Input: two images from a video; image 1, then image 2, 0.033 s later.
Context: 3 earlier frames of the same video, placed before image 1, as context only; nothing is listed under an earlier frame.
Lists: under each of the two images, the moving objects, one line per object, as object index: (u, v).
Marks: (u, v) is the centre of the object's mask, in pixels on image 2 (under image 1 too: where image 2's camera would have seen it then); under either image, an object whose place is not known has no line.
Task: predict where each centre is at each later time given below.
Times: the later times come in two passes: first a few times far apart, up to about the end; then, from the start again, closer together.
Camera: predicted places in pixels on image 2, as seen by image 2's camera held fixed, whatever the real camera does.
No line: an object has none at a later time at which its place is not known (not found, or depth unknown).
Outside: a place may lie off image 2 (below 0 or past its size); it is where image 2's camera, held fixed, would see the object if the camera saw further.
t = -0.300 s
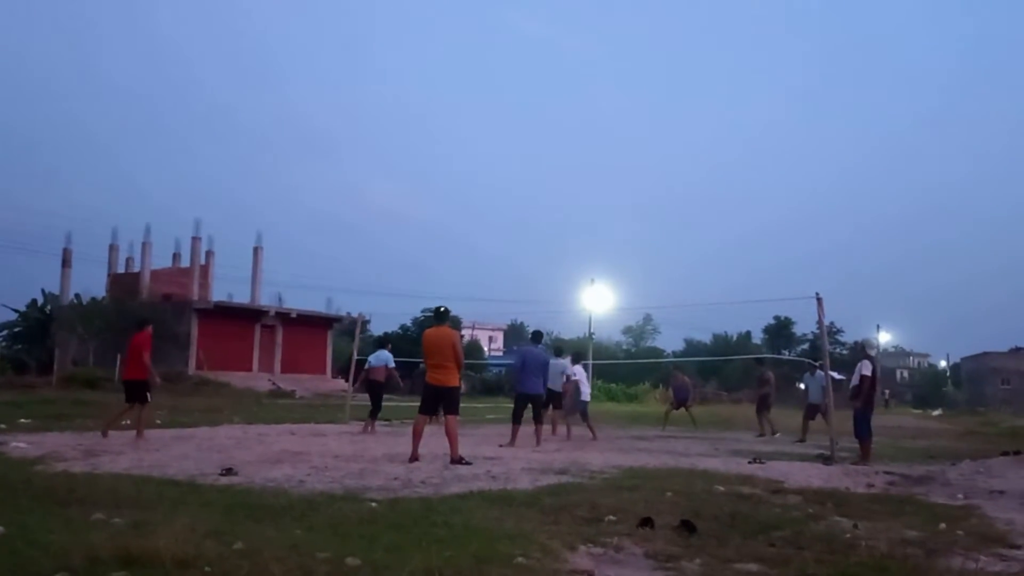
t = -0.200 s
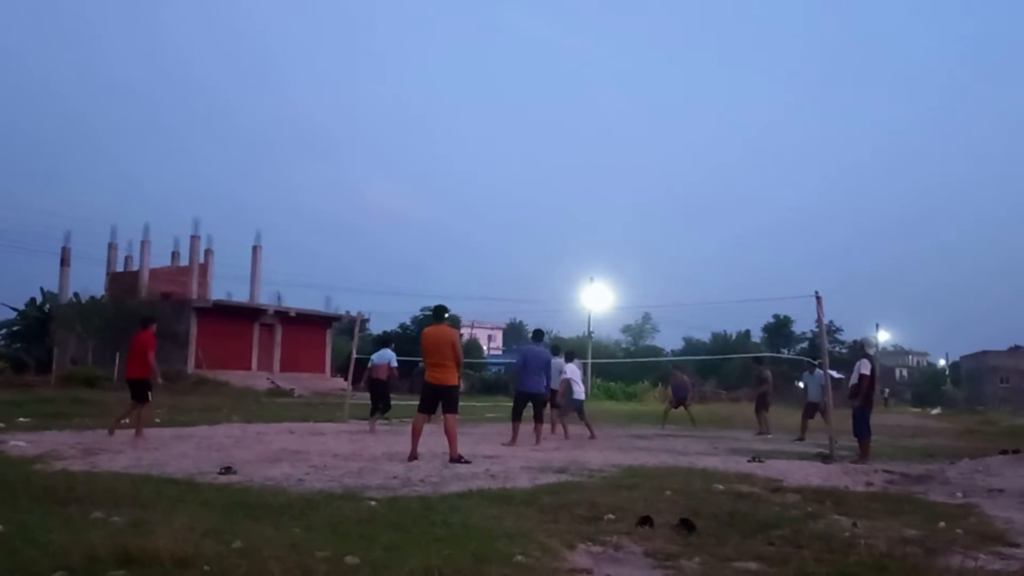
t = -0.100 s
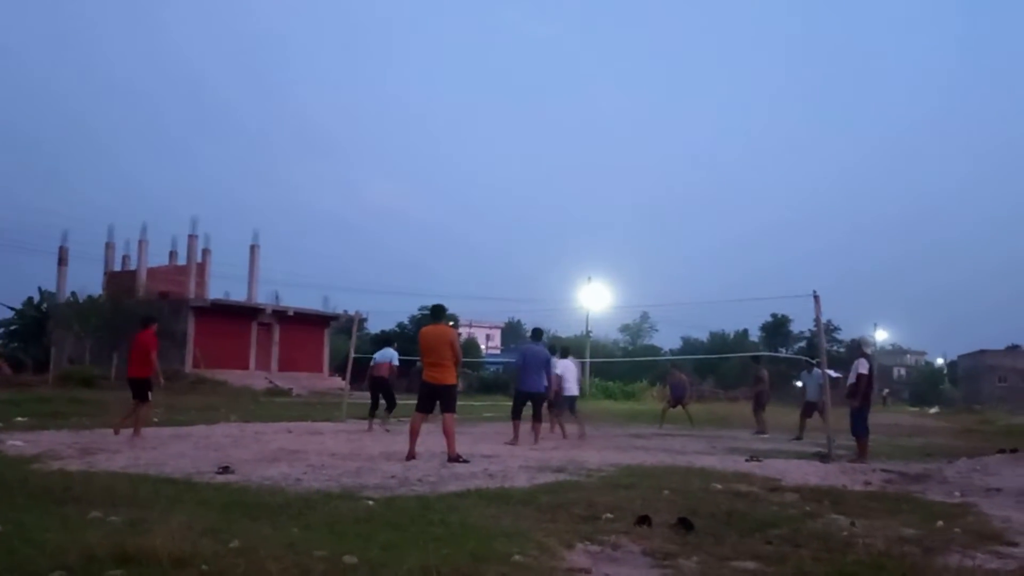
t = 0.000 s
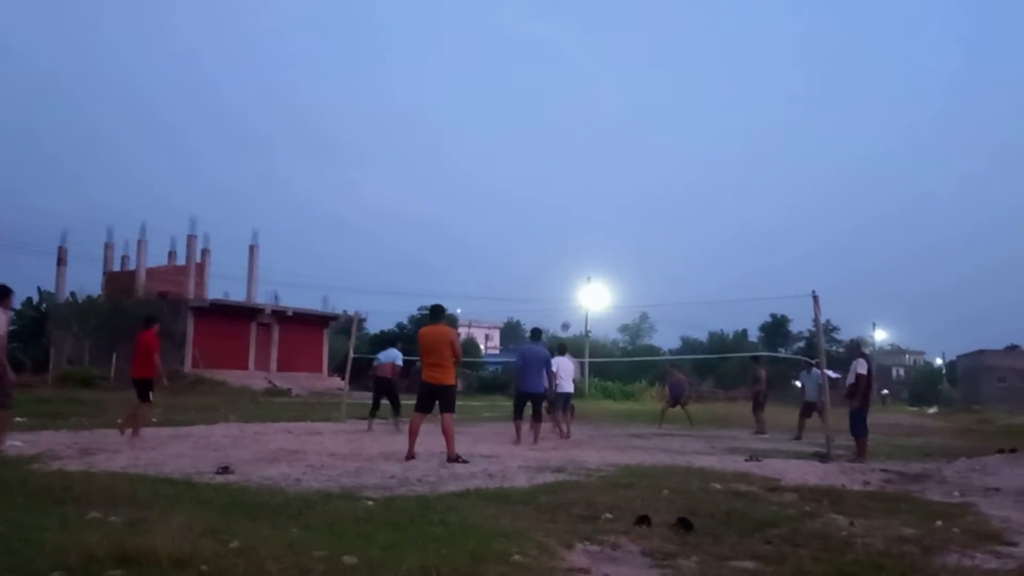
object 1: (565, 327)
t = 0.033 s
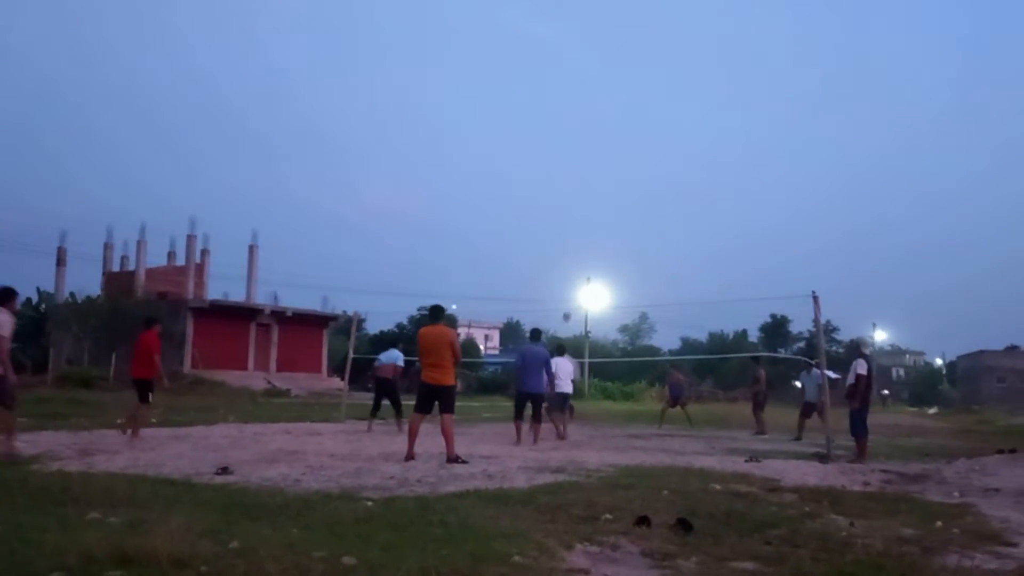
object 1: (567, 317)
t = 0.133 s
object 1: (572, 288)
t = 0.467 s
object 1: (592, 222)
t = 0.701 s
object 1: (608, 201)
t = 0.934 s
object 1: (626, 205)
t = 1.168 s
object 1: (645, 240)
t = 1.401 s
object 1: (667, 309)
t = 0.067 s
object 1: (569, 306)
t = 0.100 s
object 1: (570, 298)
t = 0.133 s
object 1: (572, 288)
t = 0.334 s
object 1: (584, 243)
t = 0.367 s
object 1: (586, 237)
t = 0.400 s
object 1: (587, 231)
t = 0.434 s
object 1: (590, 226)
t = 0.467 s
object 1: (592, 222)
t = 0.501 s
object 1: (594, 217)
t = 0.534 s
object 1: (596, 213)
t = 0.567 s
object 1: (599, 209)
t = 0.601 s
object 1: (601, 206)
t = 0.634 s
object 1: (603, 204)
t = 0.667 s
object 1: (605, 202)
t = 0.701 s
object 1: (608, 201)
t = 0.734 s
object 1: (610, 200)
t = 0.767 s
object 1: (613, 199)
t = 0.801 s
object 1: (615, 199)
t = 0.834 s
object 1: (618, 200)
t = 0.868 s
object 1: (620, 202)
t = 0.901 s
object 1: (623, 203)
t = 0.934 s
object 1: (626, 205)
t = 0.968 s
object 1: (628, 208)
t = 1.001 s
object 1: (631, 212)
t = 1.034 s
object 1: (634, 216)
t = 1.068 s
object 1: (637, 221)
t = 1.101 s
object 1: (640, 226)
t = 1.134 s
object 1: (643, 233)
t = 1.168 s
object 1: (645, 240)
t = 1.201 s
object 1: (648, 247)
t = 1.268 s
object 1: (655, 265)
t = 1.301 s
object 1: (658, 275)
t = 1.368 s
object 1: (663, 296)
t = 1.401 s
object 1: (667, 309)
